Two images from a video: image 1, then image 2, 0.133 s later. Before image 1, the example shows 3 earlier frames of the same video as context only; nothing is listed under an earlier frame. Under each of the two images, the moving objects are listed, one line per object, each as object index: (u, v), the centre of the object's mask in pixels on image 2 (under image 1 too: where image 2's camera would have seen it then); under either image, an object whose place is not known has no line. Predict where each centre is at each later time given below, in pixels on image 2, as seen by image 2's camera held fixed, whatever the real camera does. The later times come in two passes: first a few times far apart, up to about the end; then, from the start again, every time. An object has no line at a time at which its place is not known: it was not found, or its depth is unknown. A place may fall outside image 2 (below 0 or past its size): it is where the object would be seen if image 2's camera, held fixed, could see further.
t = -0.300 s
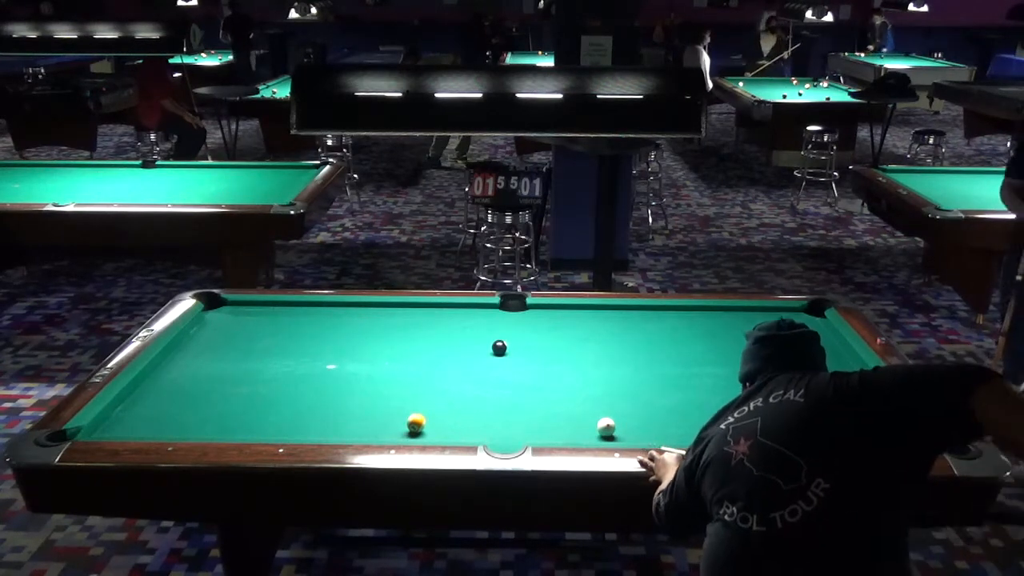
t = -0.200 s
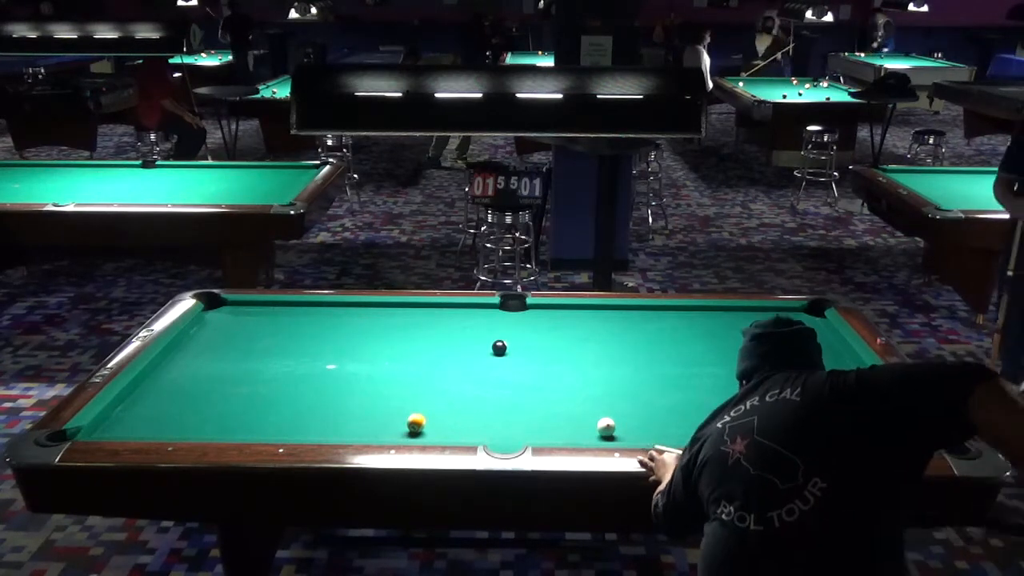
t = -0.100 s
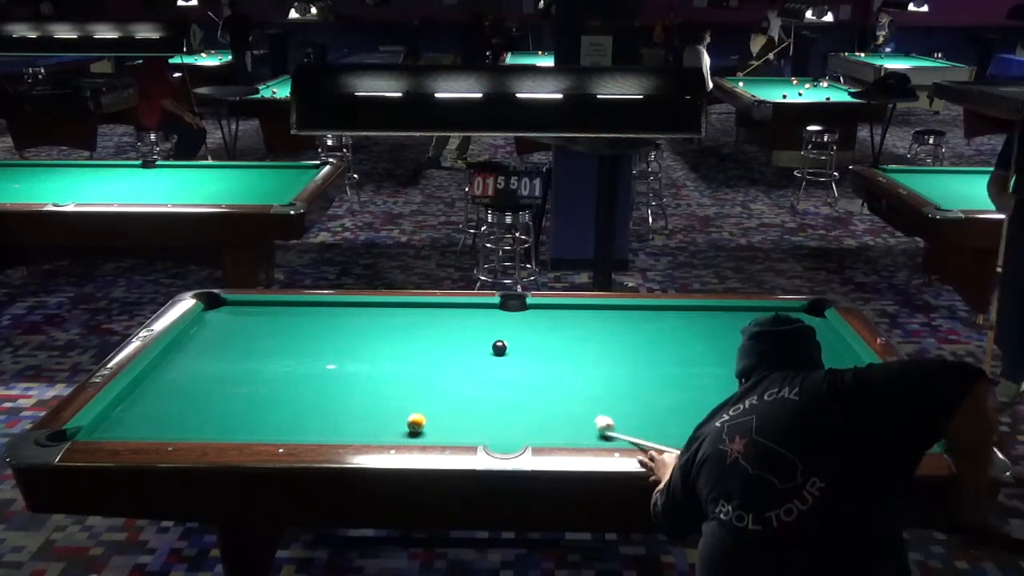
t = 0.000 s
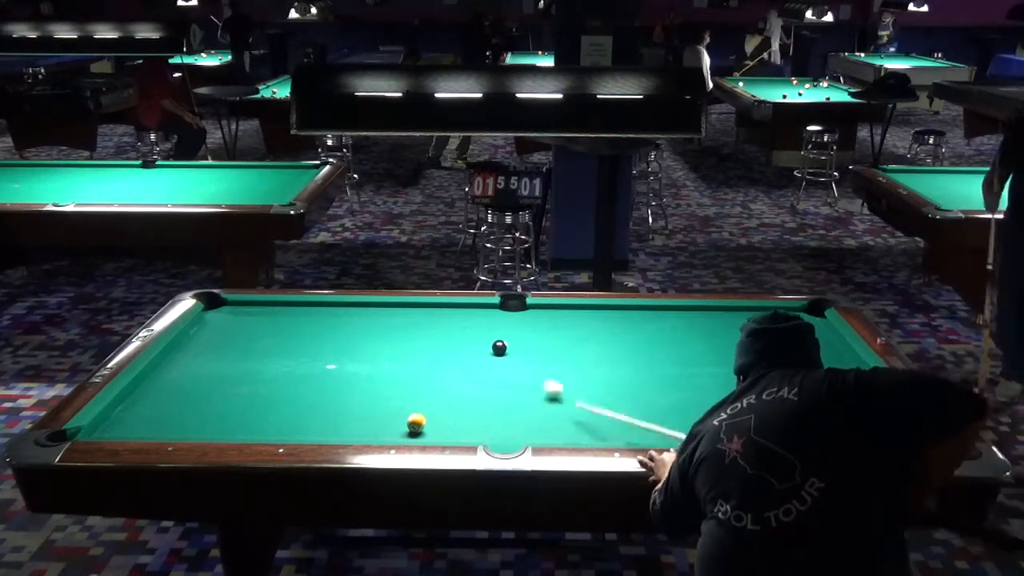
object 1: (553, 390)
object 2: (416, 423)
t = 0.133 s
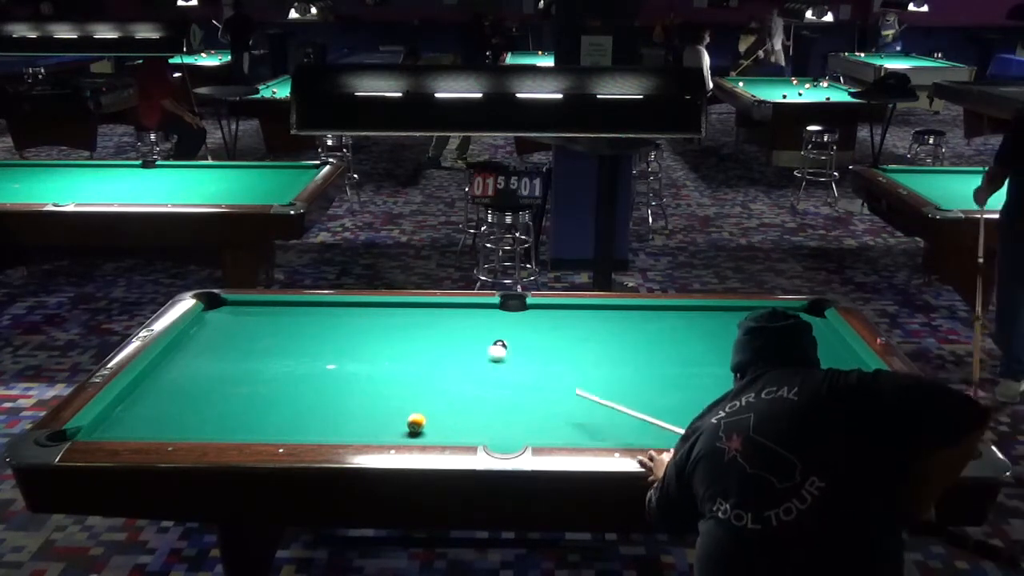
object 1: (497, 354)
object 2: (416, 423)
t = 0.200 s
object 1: (467, 351)
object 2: (416, 423)
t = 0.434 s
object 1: (384, 348)
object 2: (416, 423)
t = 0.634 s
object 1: (323, 347)
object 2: (416, 423)
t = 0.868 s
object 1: (253, 346)
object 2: (416, 423)
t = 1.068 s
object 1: (195, 346)
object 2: (416, 423)
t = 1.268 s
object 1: (189, 350)
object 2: (416, 423)
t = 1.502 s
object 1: (214, 359)
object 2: (416, 423)
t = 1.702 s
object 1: (236, 366)
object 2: (416, 423)
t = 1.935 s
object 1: (261, 375)
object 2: (416, 423)
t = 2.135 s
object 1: (283, 382)
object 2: (416, 423)
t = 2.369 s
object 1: (308, 391)
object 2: (416, 423)
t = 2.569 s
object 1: (330, 399)
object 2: (416, 423)
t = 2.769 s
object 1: (352, 407)
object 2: (416, 423)
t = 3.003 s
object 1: (377, 416)
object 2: (416, 423)
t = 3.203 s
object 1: (397, 424)
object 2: (417, 423)
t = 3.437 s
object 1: (402, 430)
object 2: (433, 424)
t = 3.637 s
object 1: (405, 433)
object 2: (445, 424)
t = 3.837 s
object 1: (410, 431)
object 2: (457, 425)
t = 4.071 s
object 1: (414, 429)
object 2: (469, 425)
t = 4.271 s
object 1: (417, 428)
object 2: (477, 426)
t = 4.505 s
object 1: (421, 425)
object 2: (487, 427)
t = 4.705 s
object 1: (422, 423)
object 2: (493, 427)
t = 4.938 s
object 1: (424, 421)
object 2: (500, 428)
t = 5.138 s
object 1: (425, 420)
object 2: (504, 429)
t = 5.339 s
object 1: (425, 420)
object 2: (507, 428)
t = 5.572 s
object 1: (425, 420)
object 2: (509, 429)
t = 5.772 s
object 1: (425, 420)
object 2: (509, 429)
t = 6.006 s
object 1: (425, 420)
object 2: (509, 429)
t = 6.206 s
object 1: (425, 420)
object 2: (509, 429)
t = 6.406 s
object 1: (425, 420)
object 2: (509, 429)
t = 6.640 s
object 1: (425, 420)
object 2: (509, 429)
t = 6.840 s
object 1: (426, 420)
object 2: (509, 429)
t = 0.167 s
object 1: (481, 351)
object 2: (416, 423)
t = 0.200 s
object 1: (467, 351)
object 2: (416, 423)
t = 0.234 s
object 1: (453, 350)
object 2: (416, 423)
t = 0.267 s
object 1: (440, 349)
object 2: (416, 423)
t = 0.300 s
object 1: (428, 348)
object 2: (416, 423)
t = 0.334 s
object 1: (416, 348)
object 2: (416, 423)
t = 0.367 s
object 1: (405, 348)
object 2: (416, 423)
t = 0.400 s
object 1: (394, 348)
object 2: (416, 423)
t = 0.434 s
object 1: (384, 348)
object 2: (416, 423)
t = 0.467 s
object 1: (374, 348)
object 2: (416, 423)
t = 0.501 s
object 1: (363, 348)
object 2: (416, 423)
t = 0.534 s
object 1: (353, 347)
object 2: (416, 423)
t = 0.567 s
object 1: (343, 347)
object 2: (416, 423)
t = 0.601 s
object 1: (333, 347)
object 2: (416, 423)
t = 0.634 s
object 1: (323, 347)
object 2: (416, 423)
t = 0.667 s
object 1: (313, 347)
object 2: (416, 423)
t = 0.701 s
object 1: (303, 347)
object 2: (416, 423)
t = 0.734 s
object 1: (293, 347)
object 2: (416, 423)
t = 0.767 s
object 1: (283, 347)
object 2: (416, 423)
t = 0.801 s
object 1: (273, 347)
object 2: (416, 423)
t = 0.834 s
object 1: (263, 347)
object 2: (416, 423)
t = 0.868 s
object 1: (253, 346)
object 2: (416, 423)
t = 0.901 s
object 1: (243, 347)
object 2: (416, 423)
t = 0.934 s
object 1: (234, 346)
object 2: (416, 423)
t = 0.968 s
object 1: (224, 346)
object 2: (416, 423)
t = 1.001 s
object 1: (214, 346)
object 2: (416, 423)
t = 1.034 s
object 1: (205, 346)
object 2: (416, 423)
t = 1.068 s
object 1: (195, 346)
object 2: (416, 423)
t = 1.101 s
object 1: (185, 345)
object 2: (416, 423)
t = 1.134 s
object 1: (175, 346)
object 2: (416, 423)
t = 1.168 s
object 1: (175, 346)
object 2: (416, 423)
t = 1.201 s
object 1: (181, 348)
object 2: (416, 423)
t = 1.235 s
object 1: (185, 349)
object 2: (416, 423)
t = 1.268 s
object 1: (189, 350)
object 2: (416, 423)
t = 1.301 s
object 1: (193, 351)
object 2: (416, 423)
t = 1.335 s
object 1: (196, 353)
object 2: (416, 423)
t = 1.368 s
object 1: (200, 354)
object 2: (416, 423)
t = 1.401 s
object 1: (203, 355)
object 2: (416, 423)
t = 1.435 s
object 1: (207, 356)
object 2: (416, 423)
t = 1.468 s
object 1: (211, 358)
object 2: (416, 423)
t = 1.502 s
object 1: (214, 359)
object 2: (416, 423)
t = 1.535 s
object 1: (218, 360)
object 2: (416, 423)
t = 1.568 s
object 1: (222, 361)
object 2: (416, 423)
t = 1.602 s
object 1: (225, 362)
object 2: (416, 423)
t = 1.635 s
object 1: (229, 363)
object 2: (416, 423)
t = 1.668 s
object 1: (232, 365)
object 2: (416, 423)
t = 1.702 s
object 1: (236, 366)
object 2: (416, 423)
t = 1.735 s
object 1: (240, 367)
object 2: (416, 423)
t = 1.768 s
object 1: (243, 368)
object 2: (416, 423)
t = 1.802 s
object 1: (247, 369)
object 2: (416, 423)
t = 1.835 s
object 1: (250, 371)
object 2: (416, 423)
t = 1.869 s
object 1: (254, 372)
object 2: (416, 423)
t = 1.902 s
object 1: (258, 374)
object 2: (416, 423)
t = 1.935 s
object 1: (261, 375)
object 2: (416, 423)
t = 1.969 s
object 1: (265, 376)
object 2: (416, 423)
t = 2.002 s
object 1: (268, 377)
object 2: (416, 423)
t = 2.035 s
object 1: (272, 379)
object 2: (416, 423)
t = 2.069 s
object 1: (276, 380)
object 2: (416, 423)
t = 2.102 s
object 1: (279, 381)
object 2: (416, 423)
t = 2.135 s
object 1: (283, 382)
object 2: (416, 423)
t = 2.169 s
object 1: (287, 384)
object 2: (416, 423)
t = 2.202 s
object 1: (290, 385)
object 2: (416, 423)
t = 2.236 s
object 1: (293, 386)
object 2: (416, 423)
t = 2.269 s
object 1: (298, 387)
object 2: (416, 423)
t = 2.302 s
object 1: (301, 389)
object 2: (416, 423)
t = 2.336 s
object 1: (305, 390)
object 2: (416, 423)
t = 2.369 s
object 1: (308, 391)
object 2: (416, 423)
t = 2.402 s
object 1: (312, 393)
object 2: (416, 423)
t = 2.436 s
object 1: (316, 394)
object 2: (416, 423)
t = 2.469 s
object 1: (319, 395)
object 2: (416, 423)
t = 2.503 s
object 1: (323, 396)
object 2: (416, 423)
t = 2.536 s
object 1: (326, 398)
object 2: (416, 423)
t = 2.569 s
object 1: (330, 399)
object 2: (416, 423)
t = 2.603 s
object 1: (334, 400)
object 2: (416, 423)
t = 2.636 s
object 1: (337, 402)
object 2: (416, 423)
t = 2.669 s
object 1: (341, 403)
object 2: (416, 423)
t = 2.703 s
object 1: (345, 404)
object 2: (416, 423)
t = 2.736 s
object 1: (348, 406)
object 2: (416, 423)
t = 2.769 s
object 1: (352, 407)
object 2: (416, 423)
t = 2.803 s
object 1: (355, 408)
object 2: (416, 423)
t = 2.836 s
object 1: (359, 410)
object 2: (416, 423)
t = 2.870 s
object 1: (363, 411)
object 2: (416, 423)
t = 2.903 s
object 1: (366, 412)
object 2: (416, 423)
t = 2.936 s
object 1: (370, 413)
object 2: (416, 423)
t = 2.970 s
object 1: (373, 415)
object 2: (416, 423)
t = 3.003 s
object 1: (377, 416)
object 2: (416, 423)
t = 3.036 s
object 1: (381, 417)
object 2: (416, 423)
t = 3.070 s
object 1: (384, 419)
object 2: (416, 423)
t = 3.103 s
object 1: (387, 420)
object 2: (416, 423)
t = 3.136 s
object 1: (391, 422)
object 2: (416, 423)
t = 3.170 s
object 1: (395, 423)
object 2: (416, 423)
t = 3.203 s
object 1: (397, 424)
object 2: (417, 423)
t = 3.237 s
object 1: (397, 425)
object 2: (420, 423)
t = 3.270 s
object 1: (398, 426)
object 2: (422, 423)
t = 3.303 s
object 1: (399, 428)
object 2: (424, 424)
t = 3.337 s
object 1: (399, 428)
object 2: (426, 424)
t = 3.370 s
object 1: (401, 429)
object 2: (428, 424)
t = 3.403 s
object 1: (401, 429)
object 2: (431, 424)
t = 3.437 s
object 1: (402, 430)
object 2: (433, 424)
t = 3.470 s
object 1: (402, 431)
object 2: (435, 424)
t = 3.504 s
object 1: (403, 432)
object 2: (437, 424)
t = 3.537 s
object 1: (403, 433)
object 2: (439, 424)
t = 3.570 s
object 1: (404, 433)
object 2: (441, 424)
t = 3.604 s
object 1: (405, 434)
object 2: (443, 424)
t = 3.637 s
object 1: (405, 433)
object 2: (445, 424)
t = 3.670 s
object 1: (406, 433)
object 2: (447, 424)
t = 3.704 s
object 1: (407, 433)
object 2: (449, 424)
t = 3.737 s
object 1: (408, 432)
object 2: (451, 424)
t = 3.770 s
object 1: (408, 432)
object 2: (453, 425)
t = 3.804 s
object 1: (409, 431)
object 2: (455, 425)
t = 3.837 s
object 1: (410, 431)
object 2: (457, 425)
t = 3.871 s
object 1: (410, 431)
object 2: (459, 425)
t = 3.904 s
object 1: (411, 431)
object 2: (460, 425)
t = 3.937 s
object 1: (412, 431)
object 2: (462, 425)
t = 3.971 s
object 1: (412, 430)
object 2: (464, 425)
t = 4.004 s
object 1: (413, 430)
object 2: (466, 425)
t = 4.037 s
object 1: (414, 429)
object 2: (467, 425)
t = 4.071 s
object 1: (414, 429)
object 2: (469, 425)
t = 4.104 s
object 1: (415, 429)
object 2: (470, 426)
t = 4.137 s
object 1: (415, 429)
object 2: (472, 426)
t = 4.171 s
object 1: (416, 429)
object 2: (473, 426)
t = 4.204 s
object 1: (416, 428)
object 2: (475, 426)
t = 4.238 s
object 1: (417, 428)
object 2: (476, 426)
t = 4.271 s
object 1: (417, 428)
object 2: (477, 426)
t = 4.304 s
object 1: (418, 428)
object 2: (479, 426)
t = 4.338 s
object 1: (418, 427)
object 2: (480, 426)
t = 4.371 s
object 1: (419, 427)
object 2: (481, 427)
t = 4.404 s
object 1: (419, 426)
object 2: (483, 427)
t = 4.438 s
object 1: (420, 425)
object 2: (484, 427)
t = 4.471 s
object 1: (420, 425)
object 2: (485, 427)
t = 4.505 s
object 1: (421, 425)
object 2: (487, 427)
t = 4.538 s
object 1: (421, 424)
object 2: (488, 427)
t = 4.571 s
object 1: (421, 424)
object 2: (489, 427)
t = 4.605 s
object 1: (421, 424)
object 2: (490, 427)
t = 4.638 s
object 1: (422, 423)
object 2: (491, 427)
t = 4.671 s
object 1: (422, 423)
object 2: (492, 428)
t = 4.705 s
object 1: (422, 423)
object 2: (493, 427)
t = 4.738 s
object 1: (423, 422)
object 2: (494, 428)
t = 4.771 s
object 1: (423, 422)
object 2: (495, 428)
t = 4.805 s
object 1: (423, 422)
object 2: (496, 428)
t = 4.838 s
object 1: (423, 422)
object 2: (497, 428)
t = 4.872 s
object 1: (424, 422)
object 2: (498, 428)
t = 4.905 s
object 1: (424, 422)
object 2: (499, 428)
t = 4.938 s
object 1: (424, 421)
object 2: (500, 428)
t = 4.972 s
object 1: (424, 421)
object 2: (501, 428)
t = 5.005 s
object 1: (424, 421)
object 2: (501, 428)
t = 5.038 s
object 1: (424, 421)
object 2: (502, 428)
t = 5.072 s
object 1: (424, 421)
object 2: (502, 428)
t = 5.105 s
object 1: (424, 421)
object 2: (503, 428)
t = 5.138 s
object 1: (425, 420)
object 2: (504, 429)
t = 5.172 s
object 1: (425, 420)
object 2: (504, 428)
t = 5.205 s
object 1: (425, 420)
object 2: (505, 428)
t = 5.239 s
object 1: (425, 420)
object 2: (505, 428)
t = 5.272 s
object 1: (425, 420)
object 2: (506, 428)
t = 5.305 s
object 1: (425, 420)
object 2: (506, 429)
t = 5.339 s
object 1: (425, 420)
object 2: (507, 428)
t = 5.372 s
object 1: (425, 420)
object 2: (507, 428)
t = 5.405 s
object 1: (425, 420)
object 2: (508, 428)
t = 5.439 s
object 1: (425, 420)
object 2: (508, 429)
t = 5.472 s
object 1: (425, 420)
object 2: (509, 429)
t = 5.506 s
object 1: (425, 420)
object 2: (509, 429)
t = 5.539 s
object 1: (425, 420)
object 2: (509, 429)
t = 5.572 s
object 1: (425, 420)
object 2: (509, 429)
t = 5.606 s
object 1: (425, 420)
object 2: (509, 429)
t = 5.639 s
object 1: (425, 420)
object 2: (509, 429)
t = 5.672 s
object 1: (425, 420)
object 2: (509, 429)
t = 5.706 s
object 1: (425, 420)
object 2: (509, 429)
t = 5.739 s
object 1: (425, 420)
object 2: (509, 429)
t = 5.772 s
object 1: (425, 420)
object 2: (509, 429)
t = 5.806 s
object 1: (425, 420)
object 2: (509, 429)
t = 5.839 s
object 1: (425, 420)
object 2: (509, 429)
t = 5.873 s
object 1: (425, 420)
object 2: (509, 429)
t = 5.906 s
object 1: (425, 420)
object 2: (509, 429)
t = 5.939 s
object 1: (425, 420)
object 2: (509, 429)
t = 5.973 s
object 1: (425, 420)
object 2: (509, 429)
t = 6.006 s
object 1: (425, 420)
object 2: (509, 429)
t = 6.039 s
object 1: (425, 420)
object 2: (509, 429)
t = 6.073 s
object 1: (425, 420)
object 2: (509, 429)
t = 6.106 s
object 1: (425, 420)
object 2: (509, 429)
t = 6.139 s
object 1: (425, 420)
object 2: (509, 429)
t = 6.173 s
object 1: (425, 420)
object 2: (509, 429)
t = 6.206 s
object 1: (425, 420)
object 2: (509, 429)
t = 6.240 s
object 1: (425, 420)
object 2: (509, 429)
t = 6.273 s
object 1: (425, 420)
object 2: (509, 429)
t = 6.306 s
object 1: (425, 420)
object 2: (509, 429)
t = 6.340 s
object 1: (425, 420)
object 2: (509, 429)
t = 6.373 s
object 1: (425, 420)
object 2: (509, 429)
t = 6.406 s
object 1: (425, 420)
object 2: (509, 429)
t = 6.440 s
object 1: (425, 420)
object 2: (509, 429)
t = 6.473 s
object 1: (425, 420)
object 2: (509, 429)
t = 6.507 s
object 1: (426, 420)
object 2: (509, 429)
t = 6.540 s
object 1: (425, 420)
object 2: (509, 429)
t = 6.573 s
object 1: (425, 420)
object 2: (509, 429)
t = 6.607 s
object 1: (425, 420)
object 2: (509, 429)
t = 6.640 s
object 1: (425, 420)
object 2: (509, 429)
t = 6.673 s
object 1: (425, 420)
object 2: (509, 429)
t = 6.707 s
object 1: (426, 420)
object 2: (509, 429)
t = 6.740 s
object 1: (426, 420)
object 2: (509, 429)
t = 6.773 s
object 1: (426, 420)
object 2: (509, 429)
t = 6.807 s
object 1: (426, 420)
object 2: (509, 429)
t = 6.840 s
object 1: (426, 420)
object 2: (509, 429)
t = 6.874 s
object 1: (425, 420)
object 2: (509, 429)
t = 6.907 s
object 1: (425, 420)
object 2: (509, 429)
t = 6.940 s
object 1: (425, 420)
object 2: (509, 429)
